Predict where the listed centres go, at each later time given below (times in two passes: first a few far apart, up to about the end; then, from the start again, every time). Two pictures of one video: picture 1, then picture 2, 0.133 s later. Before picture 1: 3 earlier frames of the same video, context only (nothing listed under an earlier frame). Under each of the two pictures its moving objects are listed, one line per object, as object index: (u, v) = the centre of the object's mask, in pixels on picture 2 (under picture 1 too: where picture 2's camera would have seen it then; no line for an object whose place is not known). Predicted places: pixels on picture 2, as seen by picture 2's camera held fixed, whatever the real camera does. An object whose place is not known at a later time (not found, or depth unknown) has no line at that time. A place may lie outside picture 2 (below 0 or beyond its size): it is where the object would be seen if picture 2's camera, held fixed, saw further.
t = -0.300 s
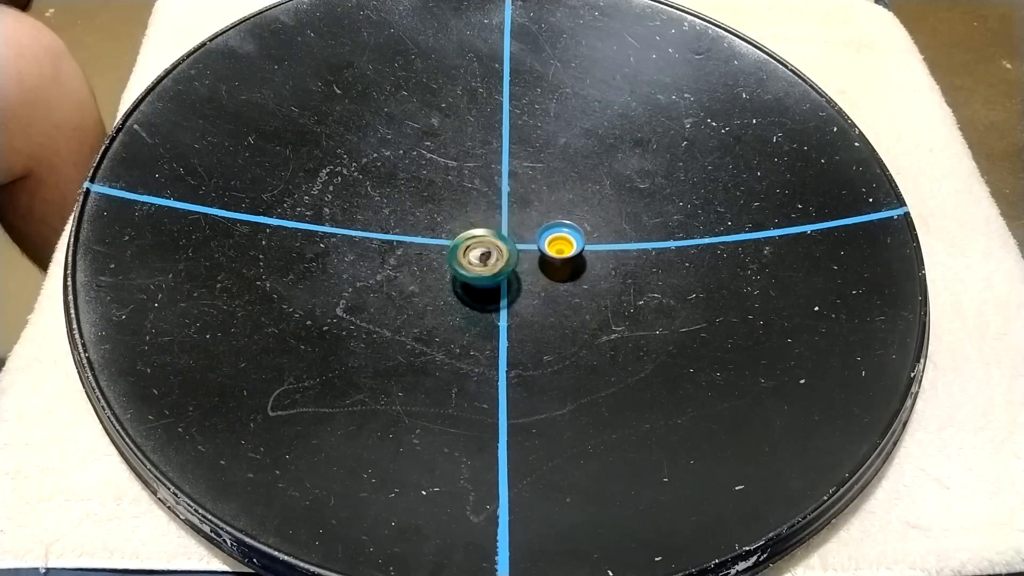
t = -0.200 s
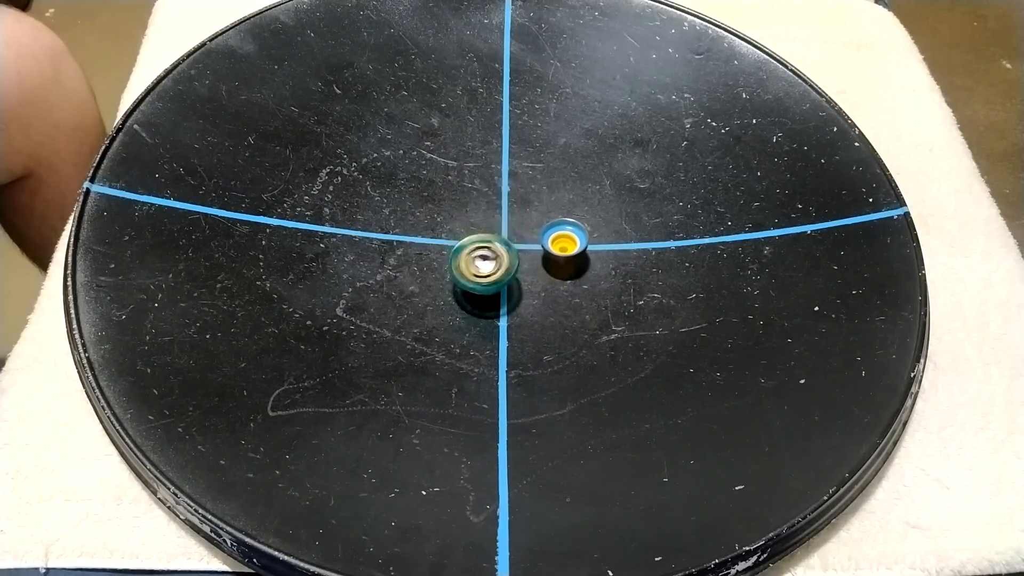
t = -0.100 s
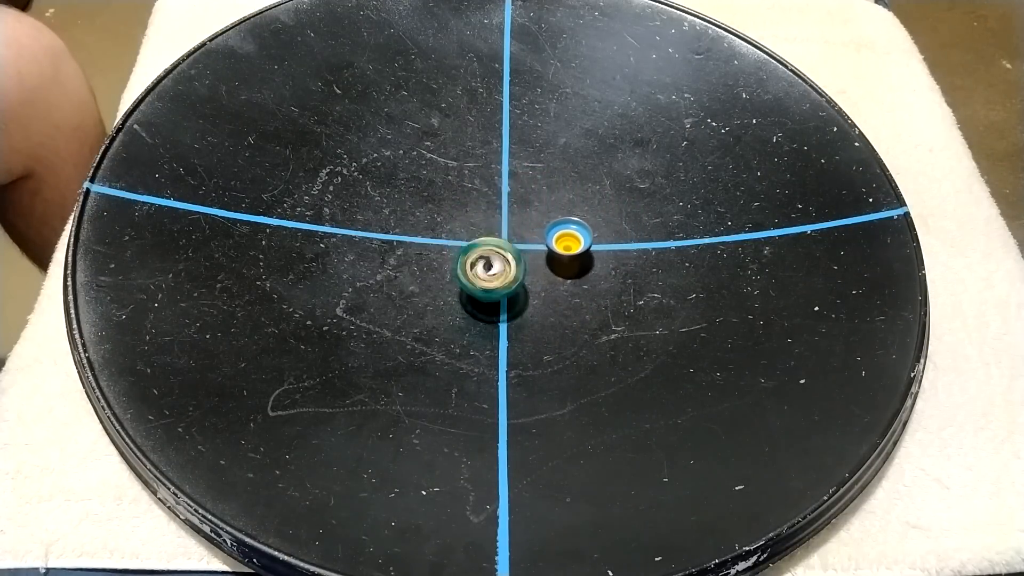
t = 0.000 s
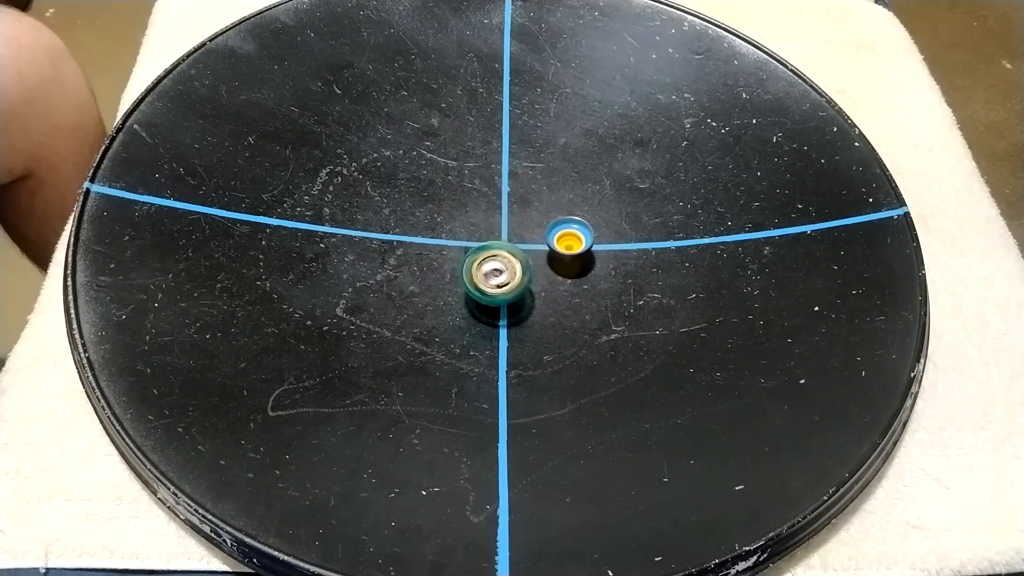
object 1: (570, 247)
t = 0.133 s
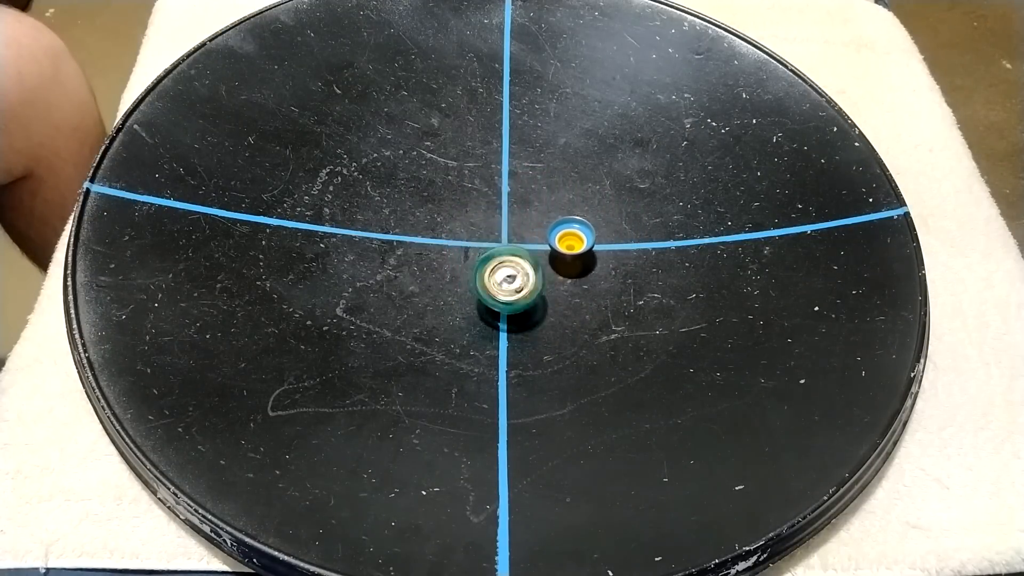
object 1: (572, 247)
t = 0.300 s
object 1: (572, 247)
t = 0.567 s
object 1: (565, 242)
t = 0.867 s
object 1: (548, 228)
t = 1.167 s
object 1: (532, 227)
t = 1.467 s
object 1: (527, 230)
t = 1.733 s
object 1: (525, 234)
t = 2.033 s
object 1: (524, 240)
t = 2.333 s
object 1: (527, 253)
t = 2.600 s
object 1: (525, 264)
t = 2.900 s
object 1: (523, 266)
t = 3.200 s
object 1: (523, 269)
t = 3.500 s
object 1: (527, 265)
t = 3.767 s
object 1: (537, 265)
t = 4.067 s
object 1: (551, 273)
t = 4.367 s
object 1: (561, 278)
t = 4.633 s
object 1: (566, 277)
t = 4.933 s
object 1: (566, 266)
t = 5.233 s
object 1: (567, 249)
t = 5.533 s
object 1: (580, 237)
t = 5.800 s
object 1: (583, 231)
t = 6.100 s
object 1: (579, 230)
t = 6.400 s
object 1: (565, 232)
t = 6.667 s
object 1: (557, 225)
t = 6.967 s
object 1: (541, 228)
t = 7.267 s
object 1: (552, 224)
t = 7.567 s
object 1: (564, 231)
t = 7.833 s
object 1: (565, 242)
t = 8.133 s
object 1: (555, 256)
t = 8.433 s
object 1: (536, 264)
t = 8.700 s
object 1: (512, 256)
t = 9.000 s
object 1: (519, 245)
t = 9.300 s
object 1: (538, 240)
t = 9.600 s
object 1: (558, 243)
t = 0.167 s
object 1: (572, 247)
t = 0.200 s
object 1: (572, 247)
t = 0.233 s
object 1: (572, 247)
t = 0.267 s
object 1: (572, 247)
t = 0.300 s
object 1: (572, 247)
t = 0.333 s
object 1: (572, 246)
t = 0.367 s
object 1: (572, 246)
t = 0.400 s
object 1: (572, 246)
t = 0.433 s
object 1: (571, 245)
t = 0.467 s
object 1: (570, 245)
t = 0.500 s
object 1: (568, 244)
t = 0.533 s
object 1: (567, 243)
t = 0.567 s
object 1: (565, 242)
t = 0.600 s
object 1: (564, 241)
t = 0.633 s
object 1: (562, 239)
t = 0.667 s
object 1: (560, 237)
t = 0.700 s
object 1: (559, 236)
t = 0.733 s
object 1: (557, 234)
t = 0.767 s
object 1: (555, 232)
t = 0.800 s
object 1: (553, 231)
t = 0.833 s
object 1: (551, 230)
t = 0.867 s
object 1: (548, 228)
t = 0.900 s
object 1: (547, 228)
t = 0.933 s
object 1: (546, 228)
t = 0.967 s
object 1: (544, 228)
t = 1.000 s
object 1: (542, 228)
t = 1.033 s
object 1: (539, 227)
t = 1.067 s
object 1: (538, 227)
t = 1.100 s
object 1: (536, 226)
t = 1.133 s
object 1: (534, 226)
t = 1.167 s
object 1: (532, 227)
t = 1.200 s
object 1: (530, 226)
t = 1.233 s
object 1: (529, 226)
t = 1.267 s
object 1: (528, 225)
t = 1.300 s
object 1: (527, 226)
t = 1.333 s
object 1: (527, 227)
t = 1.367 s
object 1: (527, 228)
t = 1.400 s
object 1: (526, 229)
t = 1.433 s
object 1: (527, 230)
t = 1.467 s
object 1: (527, 230)
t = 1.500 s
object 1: (528, 231)
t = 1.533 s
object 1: (527, 231)
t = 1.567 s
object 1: (526, 231)
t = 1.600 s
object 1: (526, 232)
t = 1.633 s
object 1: (526, 232)
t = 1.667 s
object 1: (526, 232)
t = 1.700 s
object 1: (526, 233)
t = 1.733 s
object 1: (525, 234)
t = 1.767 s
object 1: (525, 235)
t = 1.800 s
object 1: (524, 235)
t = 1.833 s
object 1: (523, 236)
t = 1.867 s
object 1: (522, 236)
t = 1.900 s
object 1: (522, 237)
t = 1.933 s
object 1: (523, 237)
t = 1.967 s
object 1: (523, 238)
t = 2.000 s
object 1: (524, 239)
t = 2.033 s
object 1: (524, 240)
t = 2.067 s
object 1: (525, 241)
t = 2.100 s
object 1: (525, 242)
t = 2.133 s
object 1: (525, 243)
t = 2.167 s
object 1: (525, 245)
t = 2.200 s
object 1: (525, 247)
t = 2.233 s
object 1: (526, 249)
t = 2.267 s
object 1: (527, 250)
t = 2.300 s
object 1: (527, 251)
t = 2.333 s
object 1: (527, 253)
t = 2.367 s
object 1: (527, 254)
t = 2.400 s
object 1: (527, 256)
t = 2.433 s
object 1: (527, 257)
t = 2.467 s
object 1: (526, 259)
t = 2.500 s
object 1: (526, 260)
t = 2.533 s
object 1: (526, 262)
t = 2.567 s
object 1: (526, 263)
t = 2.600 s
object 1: (525, 264)
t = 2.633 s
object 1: (525, 265)
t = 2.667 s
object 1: (525, 266)
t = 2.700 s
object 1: (524, 266)
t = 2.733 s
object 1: (524, 266)
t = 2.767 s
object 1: (524, 266)
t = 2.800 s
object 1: (523, 266)
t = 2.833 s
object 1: (523, 266)
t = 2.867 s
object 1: (523, 266)
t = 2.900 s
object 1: (523, 266)
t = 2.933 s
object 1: (523, 266)
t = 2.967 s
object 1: (522, 267)
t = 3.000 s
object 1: (522, 266)
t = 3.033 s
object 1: (523, 266)
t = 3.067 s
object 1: (523, 266)
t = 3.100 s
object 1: (522, 267)
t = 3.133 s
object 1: (522, 268)
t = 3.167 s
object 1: (522, 269)
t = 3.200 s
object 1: (523, 269)
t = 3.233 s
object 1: (523, 269)
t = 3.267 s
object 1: (522, 269)
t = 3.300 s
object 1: (523, 269)
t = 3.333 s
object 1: (523, 268)
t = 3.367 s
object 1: (523, 268)
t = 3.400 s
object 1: (524, 267)
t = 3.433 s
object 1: (525, 267)
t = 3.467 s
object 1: (526, 266)
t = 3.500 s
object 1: (527, 265)
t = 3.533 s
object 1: (528, 265)
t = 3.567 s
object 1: (529, 264)
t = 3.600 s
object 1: (530, 264)
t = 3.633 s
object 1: (531, 263)
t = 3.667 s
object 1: (533, 264)
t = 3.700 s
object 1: (534, 264)
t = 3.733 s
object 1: (535, 265)
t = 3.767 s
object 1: (537, 265)
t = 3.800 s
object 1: (539, 266)
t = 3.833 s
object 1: (541, 267)
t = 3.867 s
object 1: (542, 268)
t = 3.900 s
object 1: (543, 269)
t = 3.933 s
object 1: (545, 270)
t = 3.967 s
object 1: (546, 271)
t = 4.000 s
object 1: (548, 271)
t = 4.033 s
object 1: (549, 272)
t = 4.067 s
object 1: (551, 273)
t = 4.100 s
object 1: (552, 274)
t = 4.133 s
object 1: (553, 274)
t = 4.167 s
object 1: (554, 274)
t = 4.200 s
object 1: (555, 275)
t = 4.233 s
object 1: (557, 276)
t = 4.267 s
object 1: (558, 277)
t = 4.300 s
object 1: (559, 277)
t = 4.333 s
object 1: (560, 278)
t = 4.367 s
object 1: (561, 278)
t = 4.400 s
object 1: (562, 278)
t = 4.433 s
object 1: (564, 279)
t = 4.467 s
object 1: (564, 279)
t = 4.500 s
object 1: (564, 279)
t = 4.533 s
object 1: (564, 279)
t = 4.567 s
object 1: (565, 278)
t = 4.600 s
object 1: (565, 278)
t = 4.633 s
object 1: (566, 277)
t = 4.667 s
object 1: (566, 277)
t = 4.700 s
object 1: (566, 276)
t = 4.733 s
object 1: (566, 275)
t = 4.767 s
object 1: (565, 274)
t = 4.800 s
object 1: (565, 272)
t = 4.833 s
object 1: (566, 271)
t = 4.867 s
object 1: (566, 270)
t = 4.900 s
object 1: (566, 268)
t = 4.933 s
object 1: (566, 266)
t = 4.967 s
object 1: (566, 265)
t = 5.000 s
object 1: (566, 263)
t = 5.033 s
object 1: (566, 261)
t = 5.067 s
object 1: (566, 259)
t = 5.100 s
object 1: (565, 257)
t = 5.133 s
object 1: (565, 255)
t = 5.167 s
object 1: (565, 253)
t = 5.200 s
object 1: (565, 251)
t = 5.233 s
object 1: (567, 249)
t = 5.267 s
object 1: (569, 247)
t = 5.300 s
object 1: (571, 246)
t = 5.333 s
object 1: (572, 245)
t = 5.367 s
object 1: (573, 244)
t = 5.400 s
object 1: (575, 242)
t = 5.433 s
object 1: (576, 241)
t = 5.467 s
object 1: (578, 240)
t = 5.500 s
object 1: (579, 238)
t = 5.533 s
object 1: (580, 237)
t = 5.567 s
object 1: (581, 236)
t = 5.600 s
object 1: (581, 236)
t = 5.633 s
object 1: (581, 235)
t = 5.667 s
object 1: (582, 234)
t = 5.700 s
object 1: (583, 233)
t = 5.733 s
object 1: (583, 232)
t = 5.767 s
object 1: (583, 231)
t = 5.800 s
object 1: (583, 231)
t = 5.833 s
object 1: (583, 230)
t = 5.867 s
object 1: (583, 230)
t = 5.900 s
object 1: (583, 230)
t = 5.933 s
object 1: (583, 230)
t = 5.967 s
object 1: (582, 230)
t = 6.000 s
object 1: (582, 230)
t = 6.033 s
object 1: (581, 230)
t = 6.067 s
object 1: (580, 230)
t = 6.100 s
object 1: (579, 230)
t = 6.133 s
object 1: (577, 230)
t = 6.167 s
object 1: (576, 230)
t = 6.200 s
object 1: (574, 230)
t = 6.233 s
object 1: (573, 230)
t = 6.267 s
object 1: (571, 231)
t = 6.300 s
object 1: (569, 231)
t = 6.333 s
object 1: (567, 231)
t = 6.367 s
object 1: (566, 231)
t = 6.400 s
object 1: (565, 232)
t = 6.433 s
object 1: (564, 232)
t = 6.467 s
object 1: (563, 231)
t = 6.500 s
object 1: (563, 230)
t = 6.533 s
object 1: (562, 229)
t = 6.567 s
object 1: (561, 227)
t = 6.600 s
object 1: (559, 226)
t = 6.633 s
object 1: (558, 225)
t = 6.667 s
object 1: (557, 225)
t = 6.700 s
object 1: (554, 224)
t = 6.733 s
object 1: (553, 224)
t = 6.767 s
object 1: (551, 224)
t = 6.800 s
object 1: (549, 225)
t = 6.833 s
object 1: (548, 225)
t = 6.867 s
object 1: (545, 226)
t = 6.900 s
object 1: (543, 227)
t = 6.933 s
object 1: (542, 227)
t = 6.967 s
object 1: (541, 228)
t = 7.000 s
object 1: (540, 228)
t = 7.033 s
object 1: (541, 226)
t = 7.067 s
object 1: (542, 226)
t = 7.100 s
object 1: (543, 226)
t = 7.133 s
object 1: (544, 225)
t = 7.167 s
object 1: (546, 225)
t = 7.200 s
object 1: (548, 225)
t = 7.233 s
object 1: (550, 224)
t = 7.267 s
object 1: (552, 224)
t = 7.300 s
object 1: (553, 224)
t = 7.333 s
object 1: (555, 224)
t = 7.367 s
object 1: (557, 225)
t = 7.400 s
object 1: (559, 226)
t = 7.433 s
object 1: (560, 226)
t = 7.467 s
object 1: (561, 227)
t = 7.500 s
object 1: (562, 228)
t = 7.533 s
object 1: (563, 230)
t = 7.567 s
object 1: (564, 231)
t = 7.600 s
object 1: (564, 232)
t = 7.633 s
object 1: (565, 233)
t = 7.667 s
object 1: (565, 235)
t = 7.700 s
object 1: (566, 236)
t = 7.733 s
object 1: (565, 238)
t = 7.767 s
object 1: (565, 239)
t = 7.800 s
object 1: (565, 241)
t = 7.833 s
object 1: (565, 242)
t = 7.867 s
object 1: (565, 244)
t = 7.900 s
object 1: (564, 246)
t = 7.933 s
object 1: (563, 247)
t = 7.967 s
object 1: (562, 249)
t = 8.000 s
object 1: (561, 250)
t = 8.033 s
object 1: (559, 252)
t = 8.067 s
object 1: (558, 254)
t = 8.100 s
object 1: (556, 255)
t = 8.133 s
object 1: (555, 256)
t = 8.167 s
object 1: (553, 257)
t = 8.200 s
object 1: (552, 258)
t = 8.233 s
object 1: (550, 260)
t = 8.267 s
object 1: (548, 261)
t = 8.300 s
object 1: (546, 261)
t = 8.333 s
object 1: (543, 262)
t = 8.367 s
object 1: (541, 263)
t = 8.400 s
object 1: (538, 263)
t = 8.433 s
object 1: (536, 264)
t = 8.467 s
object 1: (534, 264)
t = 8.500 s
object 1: (532, 264)
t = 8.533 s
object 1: (530, 264)
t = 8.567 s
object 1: (528, 264)
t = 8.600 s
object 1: (526, 264)
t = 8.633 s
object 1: (525, 264)
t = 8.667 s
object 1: (524, 263)
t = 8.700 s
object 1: (512, 256)
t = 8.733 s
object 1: (512, 255)
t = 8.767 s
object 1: (512, 253)
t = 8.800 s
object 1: (513, 252)
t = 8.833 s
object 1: (513, 251)
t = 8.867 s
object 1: (514, 249)
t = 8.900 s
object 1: (515, 248)
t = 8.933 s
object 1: (516, 247)
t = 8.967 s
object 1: (518, 246)
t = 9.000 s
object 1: (519, 245)
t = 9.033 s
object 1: (521, 244)
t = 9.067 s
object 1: (523, 243)
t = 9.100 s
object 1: (525, 242)
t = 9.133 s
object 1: (526, 242)
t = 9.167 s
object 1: (528, 241)
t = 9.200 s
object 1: (530, 241)
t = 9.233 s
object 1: (532, 240)
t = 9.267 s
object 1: (535, 240)
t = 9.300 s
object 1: (538, 240)
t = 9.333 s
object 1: (541, 240)
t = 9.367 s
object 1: (544, 241)
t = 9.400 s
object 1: (546, 241)
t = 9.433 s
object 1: (548, 241)
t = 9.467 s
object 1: (550, 242)
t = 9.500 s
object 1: (552, 242)
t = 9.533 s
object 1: (554, 242)
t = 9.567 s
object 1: (556, 243)
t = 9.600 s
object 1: (558, 243)
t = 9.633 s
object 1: (559, 244)
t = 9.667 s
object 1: (561, 245)
